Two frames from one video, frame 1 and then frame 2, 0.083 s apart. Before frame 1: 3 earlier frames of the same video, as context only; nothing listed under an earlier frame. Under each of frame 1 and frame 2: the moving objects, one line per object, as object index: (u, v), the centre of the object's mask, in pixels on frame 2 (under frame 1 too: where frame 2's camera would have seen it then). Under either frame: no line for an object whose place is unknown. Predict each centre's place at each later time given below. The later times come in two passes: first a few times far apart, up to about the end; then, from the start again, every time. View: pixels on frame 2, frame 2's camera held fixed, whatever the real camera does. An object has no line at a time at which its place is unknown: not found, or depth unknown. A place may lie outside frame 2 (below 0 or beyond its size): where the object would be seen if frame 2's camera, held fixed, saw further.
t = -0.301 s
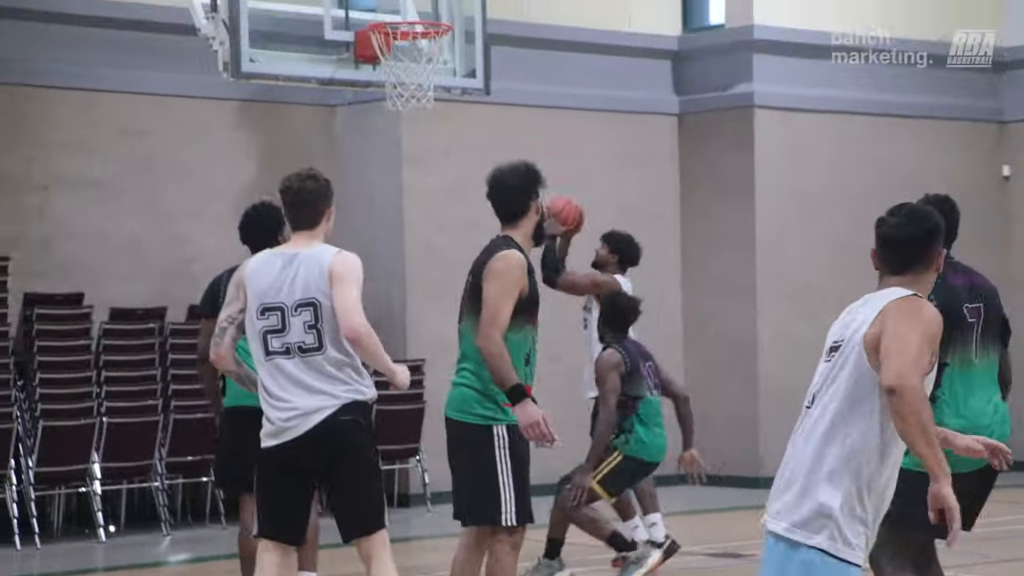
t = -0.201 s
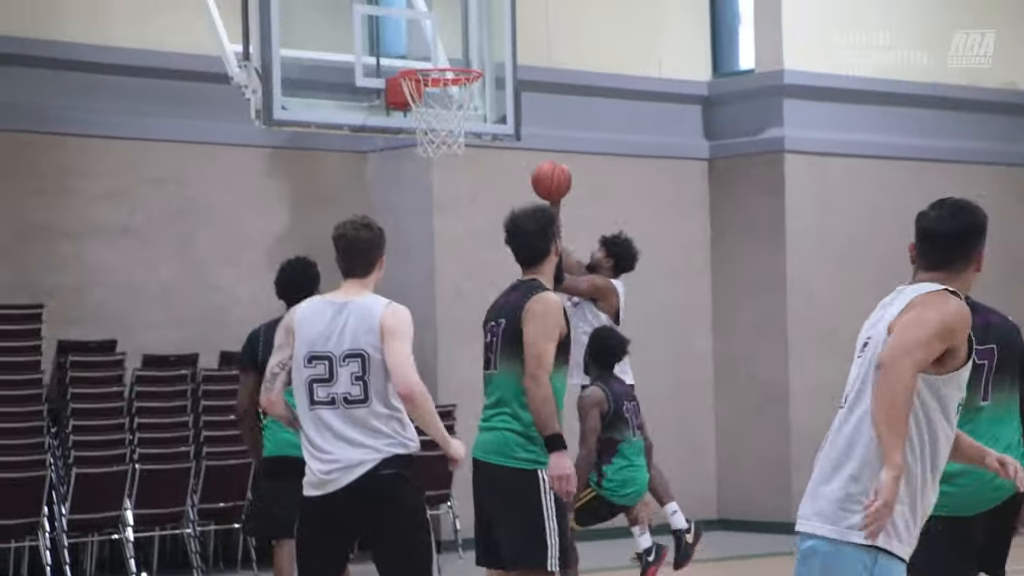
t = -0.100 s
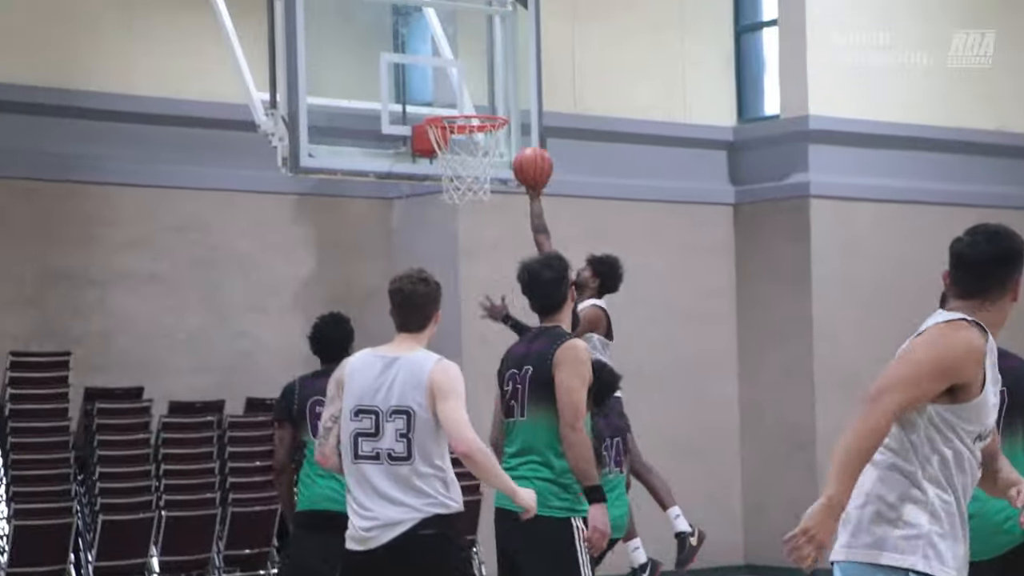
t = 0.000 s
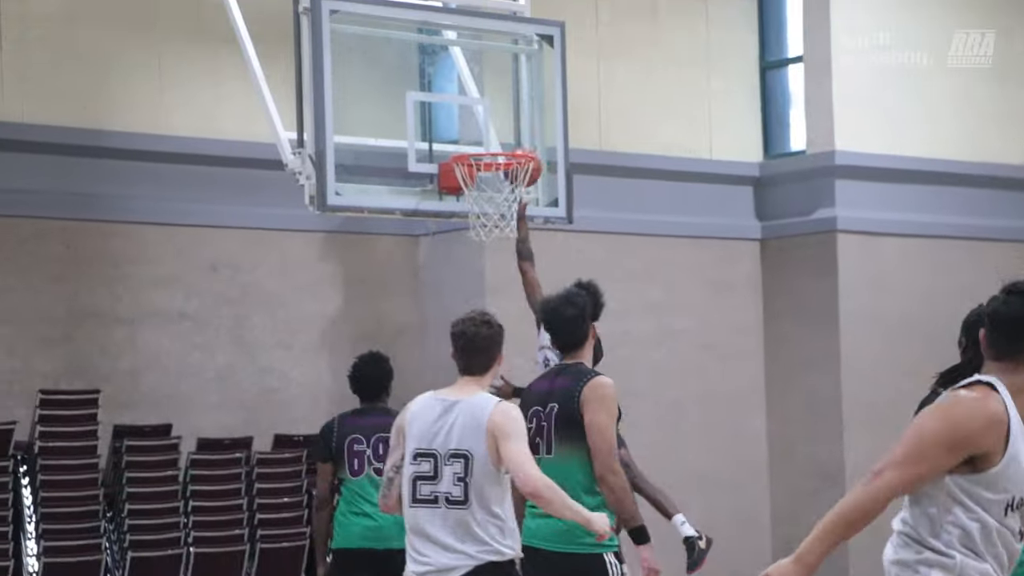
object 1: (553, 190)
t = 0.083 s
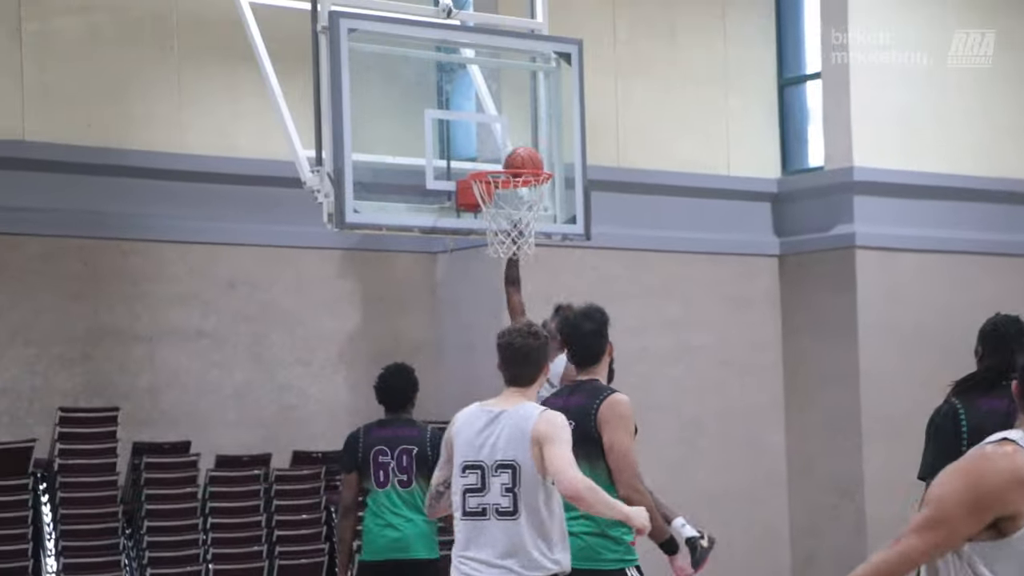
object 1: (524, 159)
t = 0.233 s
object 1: (524, 154)
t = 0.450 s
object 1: (526, 203)
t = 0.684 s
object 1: (517, 286)
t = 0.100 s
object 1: (524, 158)
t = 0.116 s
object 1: (524, 157)
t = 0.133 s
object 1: (524, 156)
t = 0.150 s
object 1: (524, 155)
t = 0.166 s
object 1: (524, 155)
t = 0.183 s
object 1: (524, 155)
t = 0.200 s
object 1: (524, 154)
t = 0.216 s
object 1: (524, 154)
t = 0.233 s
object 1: (524, 154)
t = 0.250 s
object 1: (524, 154)
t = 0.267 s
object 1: (524, 155)
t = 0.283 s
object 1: (524, 156)
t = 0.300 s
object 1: (525, 157)
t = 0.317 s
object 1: (525, 158)
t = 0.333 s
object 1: (525, 168)
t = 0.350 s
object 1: (525, 172)
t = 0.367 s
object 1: (524, 176)
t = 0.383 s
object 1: (526, 181)
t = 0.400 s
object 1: (527, 186)
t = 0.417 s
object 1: (527, 191)
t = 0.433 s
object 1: (527, 196)
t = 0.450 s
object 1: (526, 203)
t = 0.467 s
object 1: (526, 208)
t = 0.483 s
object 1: (526, 213)
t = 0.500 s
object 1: (525, 217)
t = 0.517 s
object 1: (525, 221)
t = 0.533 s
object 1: (524, 226)
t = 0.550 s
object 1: (523, 229)
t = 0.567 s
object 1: (524, 237)
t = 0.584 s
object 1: (521, 244)
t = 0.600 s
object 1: (521, 248)
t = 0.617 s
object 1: (520, 253)
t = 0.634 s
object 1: (519, 261)
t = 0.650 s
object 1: (519, 269)
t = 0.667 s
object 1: (518, 278)
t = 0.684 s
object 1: (517, 286)
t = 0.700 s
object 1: (516, 296)
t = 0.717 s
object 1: (516, 306)
